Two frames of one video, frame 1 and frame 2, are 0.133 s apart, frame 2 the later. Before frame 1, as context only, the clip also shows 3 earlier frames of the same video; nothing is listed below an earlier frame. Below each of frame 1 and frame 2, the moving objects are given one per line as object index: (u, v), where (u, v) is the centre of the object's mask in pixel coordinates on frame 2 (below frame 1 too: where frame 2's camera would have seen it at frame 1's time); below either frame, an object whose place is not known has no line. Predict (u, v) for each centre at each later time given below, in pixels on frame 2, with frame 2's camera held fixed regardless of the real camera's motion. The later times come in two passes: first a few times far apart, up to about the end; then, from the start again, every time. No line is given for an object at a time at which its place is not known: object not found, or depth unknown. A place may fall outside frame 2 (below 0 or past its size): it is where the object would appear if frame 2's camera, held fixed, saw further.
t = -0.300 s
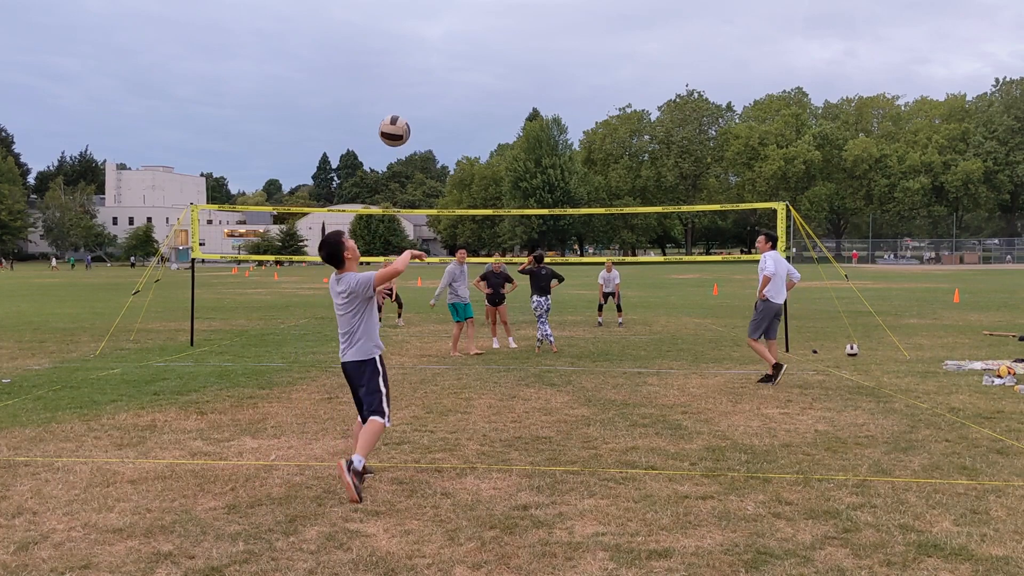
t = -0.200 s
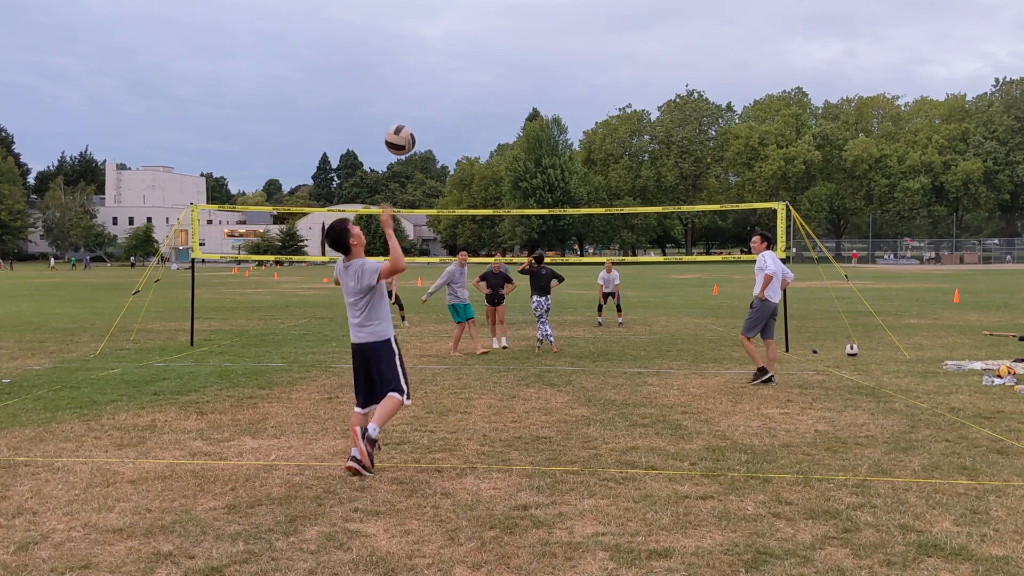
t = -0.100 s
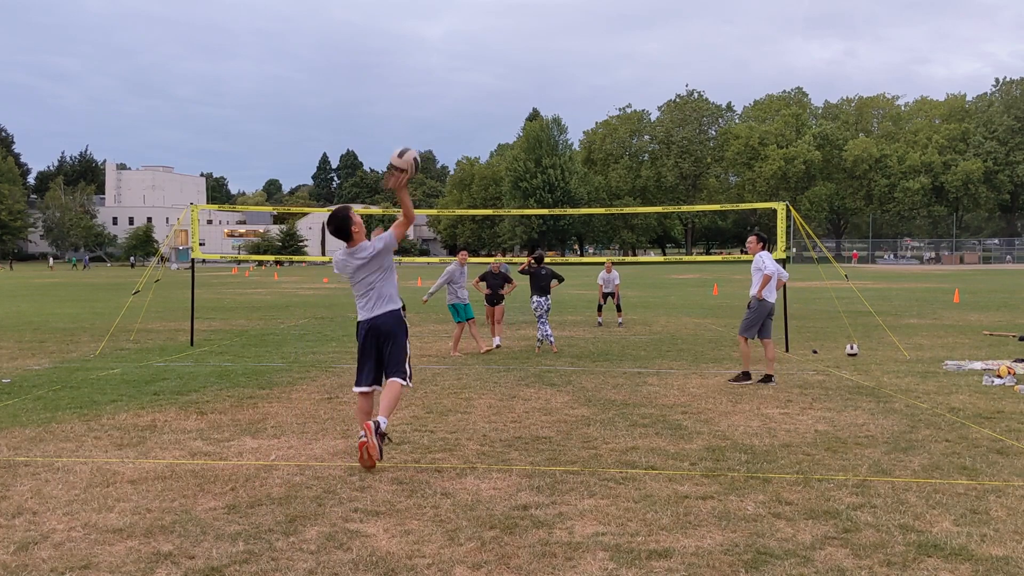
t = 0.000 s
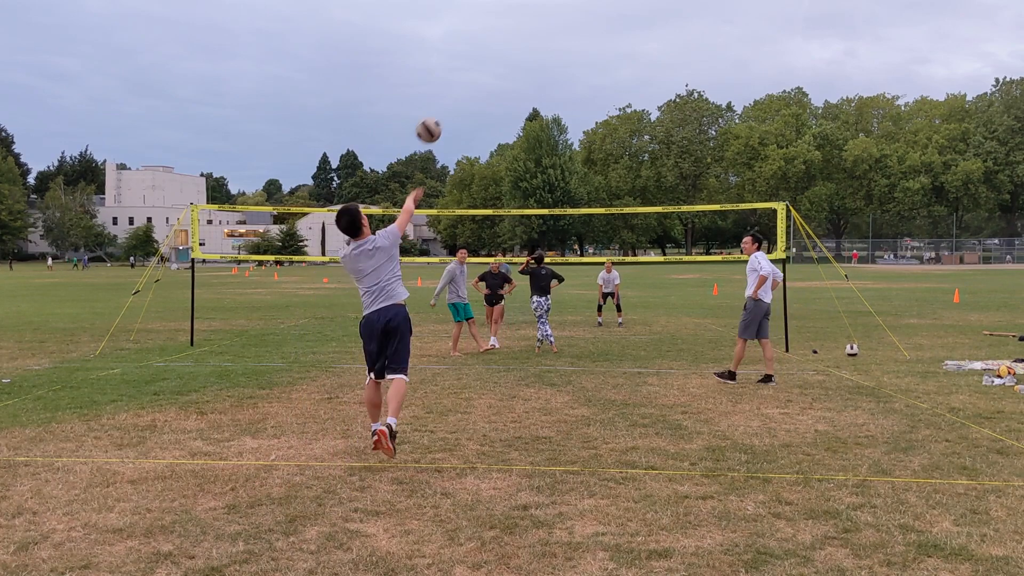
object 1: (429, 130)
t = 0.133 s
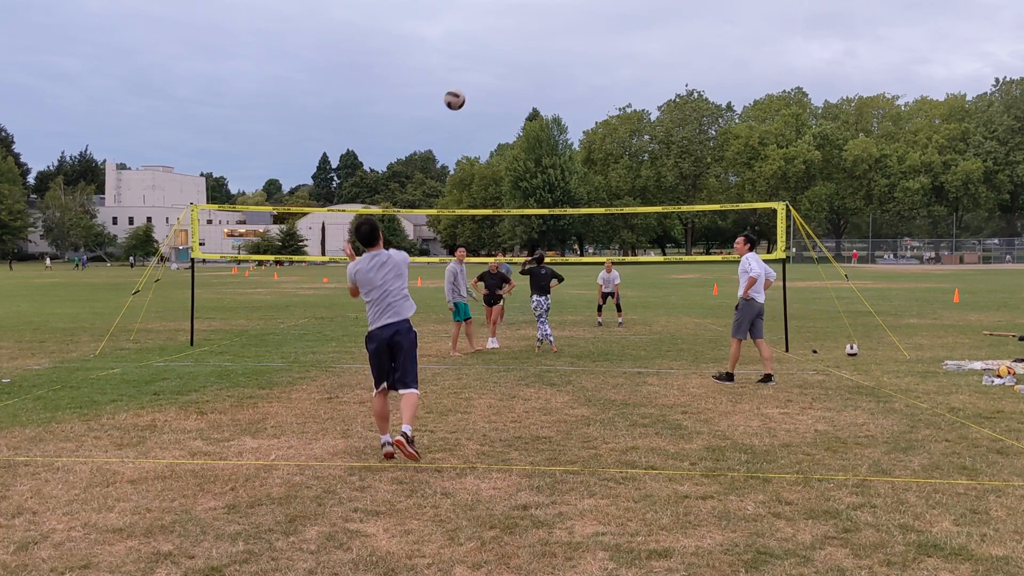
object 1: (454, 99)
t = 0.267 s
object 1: (474, 94)
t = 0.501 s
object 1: (494, 118)
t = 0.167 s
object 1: (460, 96)
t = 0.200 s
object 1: (465, 94)
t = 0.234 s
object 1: (470, 93)
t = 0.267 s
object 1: (474, 94)
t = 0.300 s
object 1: (478, 95)
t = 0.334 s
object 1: (482, 97)
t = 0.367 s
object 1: (485, 101)
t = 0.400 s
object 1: (487, 103)
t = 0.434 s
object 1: (490, 107)
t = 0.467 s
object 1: (493, 112)
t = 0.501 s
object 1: (494, 118)
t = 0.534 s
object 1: (497, 124)
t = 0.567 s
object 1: (498, 130)
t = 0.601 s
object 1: (501, 140)
